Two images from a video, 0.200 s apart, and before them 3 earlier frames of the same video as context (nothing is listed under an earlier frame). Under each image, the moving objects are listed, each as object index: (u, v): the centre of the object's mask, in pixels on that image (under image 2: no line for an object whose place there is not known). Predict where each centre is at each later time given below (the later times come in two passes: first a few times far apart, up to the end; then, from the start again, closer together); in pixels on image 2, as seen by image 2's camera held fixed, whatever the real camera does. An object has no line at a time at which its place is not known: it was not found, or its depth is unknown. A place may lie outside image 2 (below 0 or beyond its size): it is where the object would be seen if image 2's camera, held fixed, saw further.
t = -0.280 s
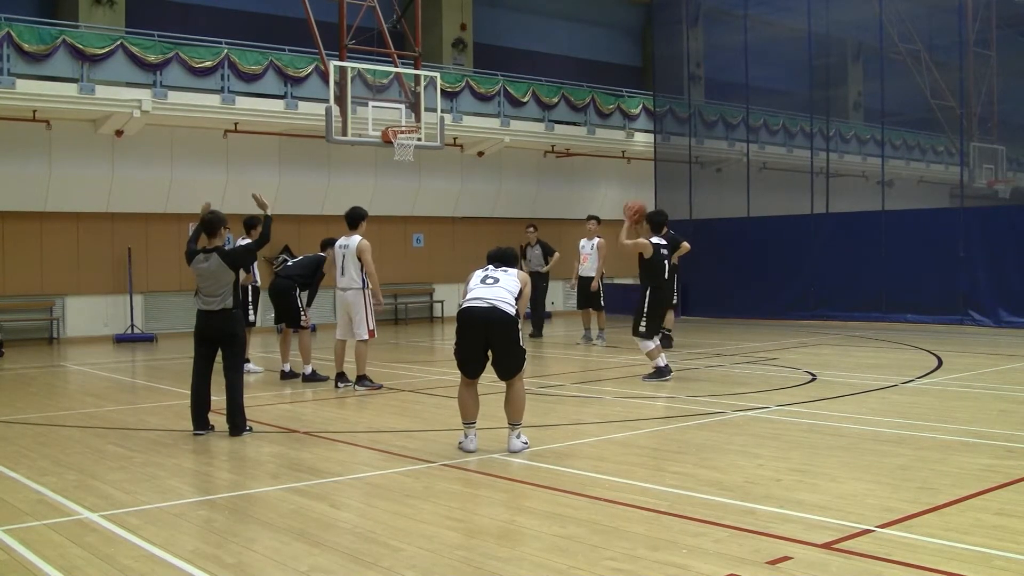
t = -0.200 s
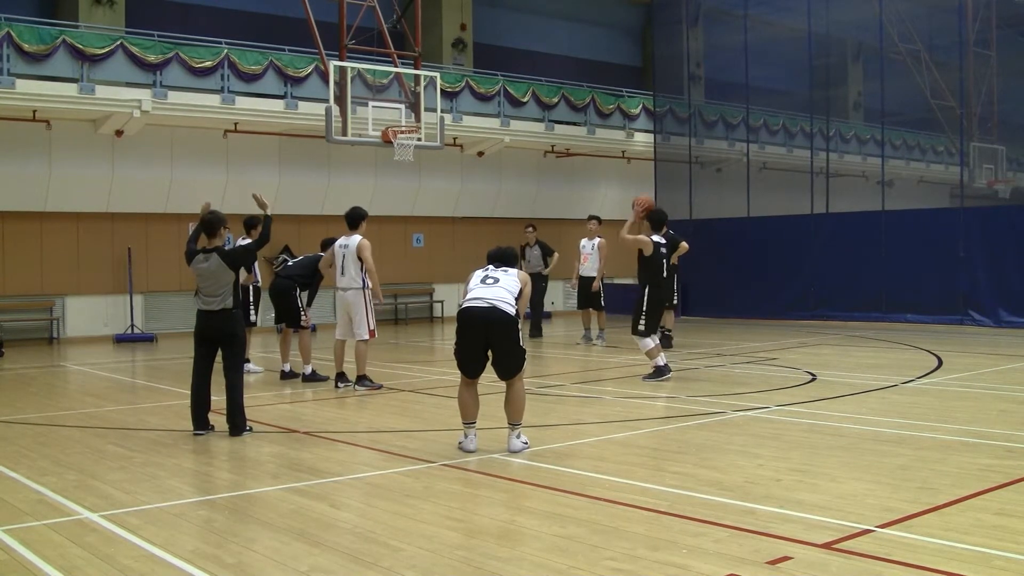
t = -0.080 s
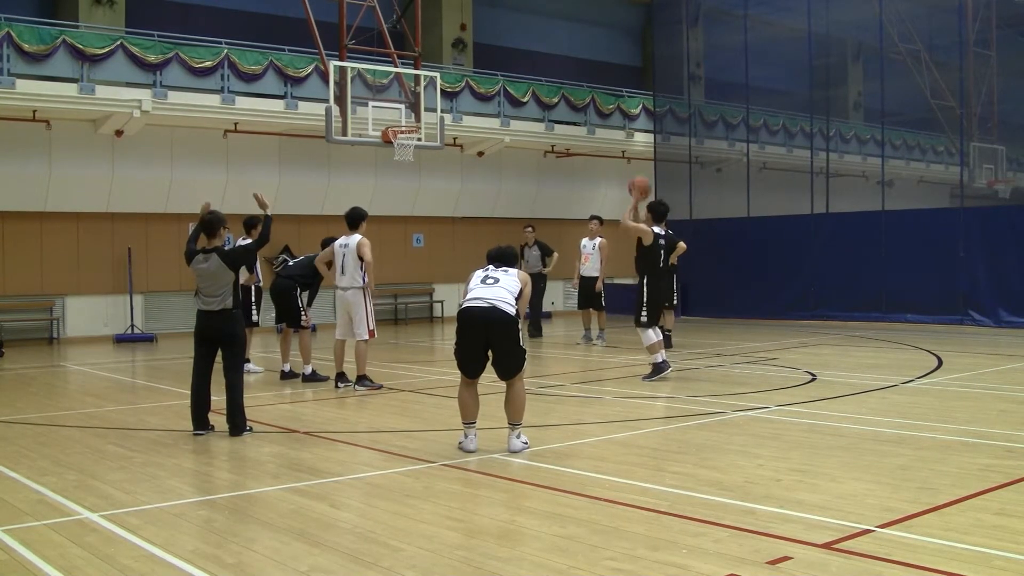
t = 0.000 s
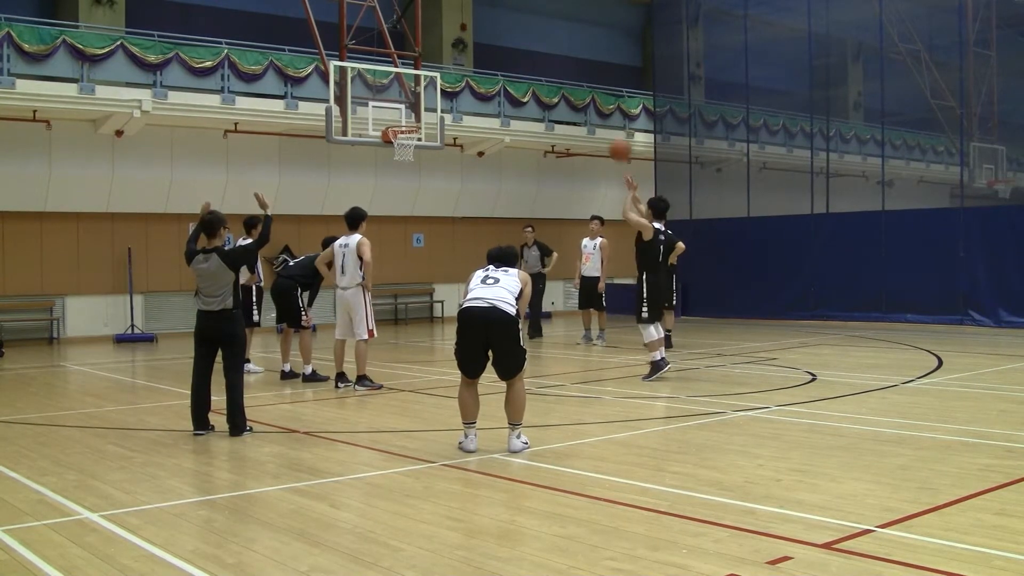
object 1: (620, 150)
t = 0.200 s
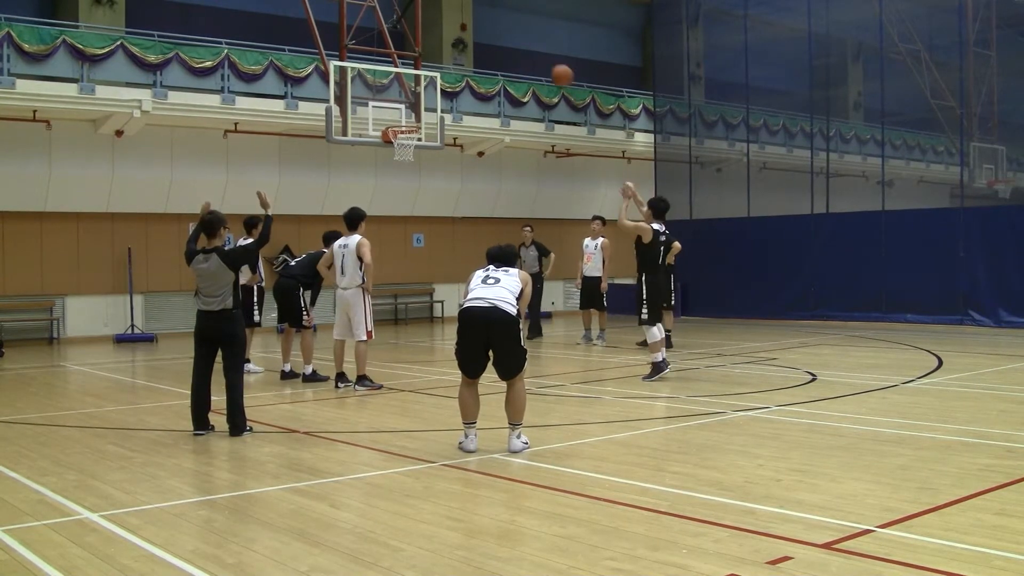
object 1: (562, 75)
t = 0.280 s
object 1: (541, 58)
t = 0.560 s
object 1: (474, 40)
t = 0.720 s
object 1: (441, 57)
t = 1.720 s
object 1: (509, 163)
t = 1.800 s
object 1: (522, 189)
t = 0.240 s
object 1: (551, 66)
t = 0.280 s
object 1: (541, 58)
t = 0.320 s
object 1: (531, 51)
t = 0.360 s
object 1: (521, 46)
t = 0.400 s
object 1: (511, 42)
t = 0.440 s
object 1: (501, 39)
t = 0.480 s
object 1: (492, 39)
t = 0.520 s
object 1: (483, 39)
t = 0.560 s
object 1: (474, 40)
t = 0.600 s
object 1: (465, 42)
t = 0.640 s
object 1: (457, 45)
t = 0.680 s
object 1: (448, 51)
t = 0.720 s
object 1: (441, 57)
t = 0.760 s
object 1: (434, 64)
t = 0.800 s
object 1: (425, 73)
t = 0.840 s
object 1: (418, 83)
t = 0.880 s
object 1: (410, 93)
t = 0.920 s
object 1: (403, 103)
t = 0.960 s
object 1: (396, 117)
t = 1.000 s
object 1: (395, 122)
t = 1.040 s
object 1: (398, 123)
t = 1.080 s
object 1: (404, 118)
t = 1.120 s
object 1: (411, 112)
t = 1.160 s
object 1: (417, 108)
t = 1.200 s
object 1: (424, 105)
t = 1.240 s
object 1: (430, 103)
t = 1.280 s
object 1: (437, 101)
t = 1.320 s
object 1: (443, 101)
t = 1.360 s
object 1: (450, 102)
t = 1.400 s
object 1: (456, 104)
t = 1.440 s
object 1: (463, 108)
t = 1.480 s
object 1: (469, 112)
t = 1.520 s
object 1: (476, 118)
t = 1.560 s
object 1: (483, 124)
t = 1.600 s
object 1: (489, 132)
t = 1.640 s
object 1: (496, 143)
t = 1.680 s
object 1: (502, 152)
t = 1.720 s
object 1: (509, 163)
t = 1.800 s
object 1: (522, 189)
